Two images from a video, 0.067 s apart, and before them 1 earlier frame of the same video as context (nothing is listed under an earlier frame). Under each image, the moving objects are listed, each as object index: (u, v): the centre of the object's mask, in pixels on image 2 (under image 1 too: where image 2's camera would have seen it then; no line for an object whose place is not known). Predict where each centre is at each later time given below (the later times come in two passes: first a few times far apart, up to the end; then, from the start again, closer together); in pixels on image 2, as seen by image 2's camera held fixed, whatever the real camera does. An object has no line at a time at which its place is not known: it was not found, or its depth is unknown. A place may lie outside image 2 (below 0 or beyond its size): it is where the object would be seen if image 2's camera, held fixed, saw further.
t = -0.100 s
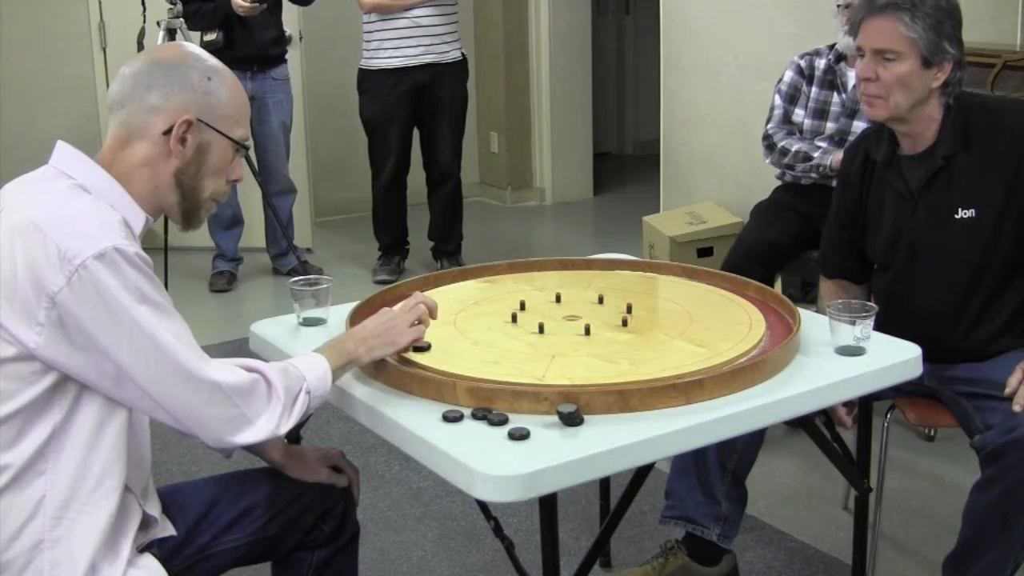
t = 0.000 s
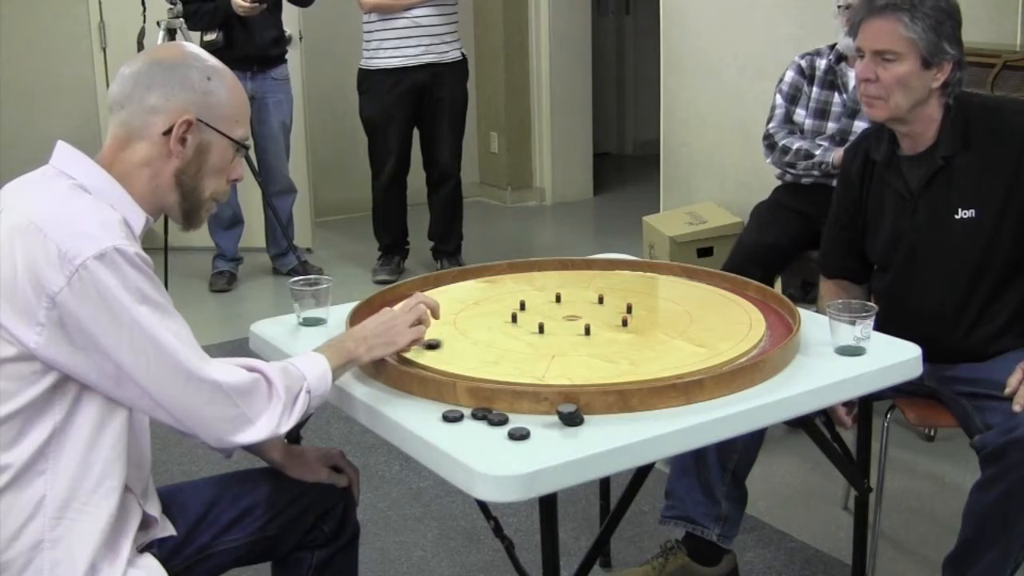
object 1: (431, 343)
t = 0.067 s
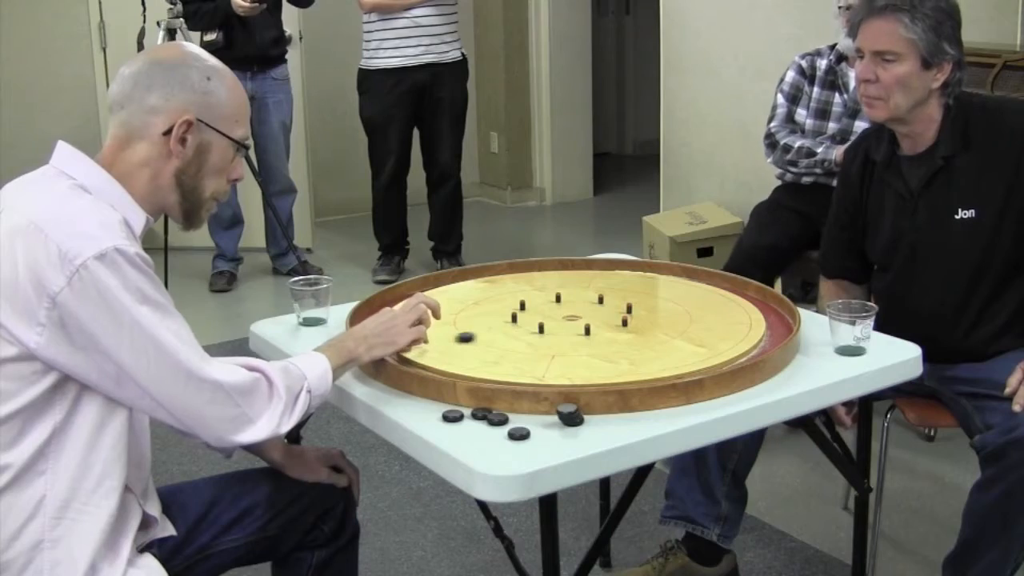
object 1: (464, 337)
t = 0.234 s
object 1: (538, 322)
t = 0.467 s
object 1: (577, 307)
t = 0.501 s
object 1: (576, 308)
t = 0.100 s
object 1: (481, 334)
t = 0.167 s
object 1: (511, 327)
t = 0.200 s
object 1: (525, 325)
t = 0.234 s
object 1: (538, 322)
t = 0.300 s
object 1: (562, 318)
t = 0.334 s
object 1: (572, 316)
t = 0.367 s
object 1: (576, 311)
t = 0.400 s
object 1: (577, 307)
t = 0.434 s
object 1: (577, 307)
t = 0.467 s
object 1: (577, 307)
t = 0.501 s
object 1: (576, 308)
